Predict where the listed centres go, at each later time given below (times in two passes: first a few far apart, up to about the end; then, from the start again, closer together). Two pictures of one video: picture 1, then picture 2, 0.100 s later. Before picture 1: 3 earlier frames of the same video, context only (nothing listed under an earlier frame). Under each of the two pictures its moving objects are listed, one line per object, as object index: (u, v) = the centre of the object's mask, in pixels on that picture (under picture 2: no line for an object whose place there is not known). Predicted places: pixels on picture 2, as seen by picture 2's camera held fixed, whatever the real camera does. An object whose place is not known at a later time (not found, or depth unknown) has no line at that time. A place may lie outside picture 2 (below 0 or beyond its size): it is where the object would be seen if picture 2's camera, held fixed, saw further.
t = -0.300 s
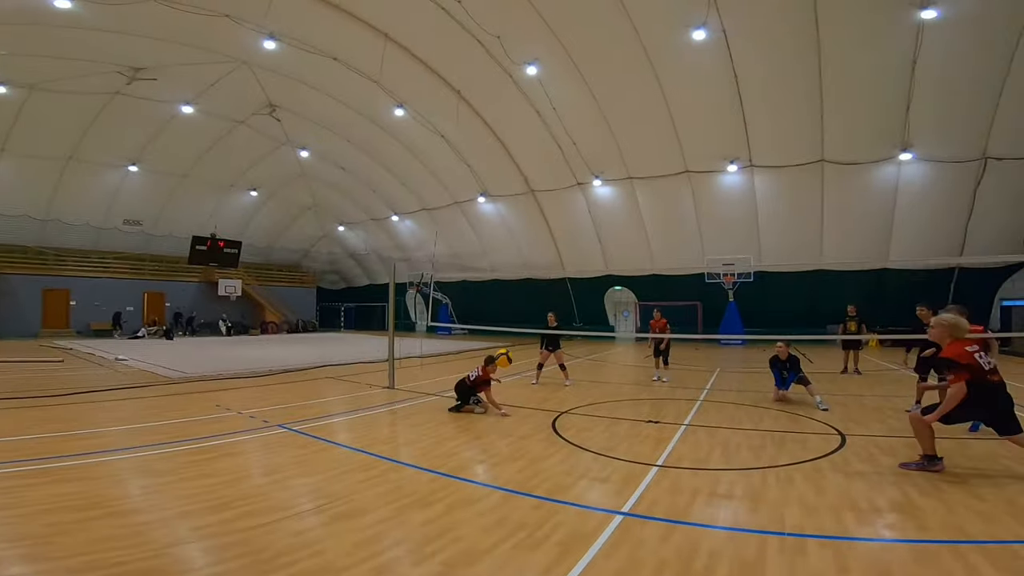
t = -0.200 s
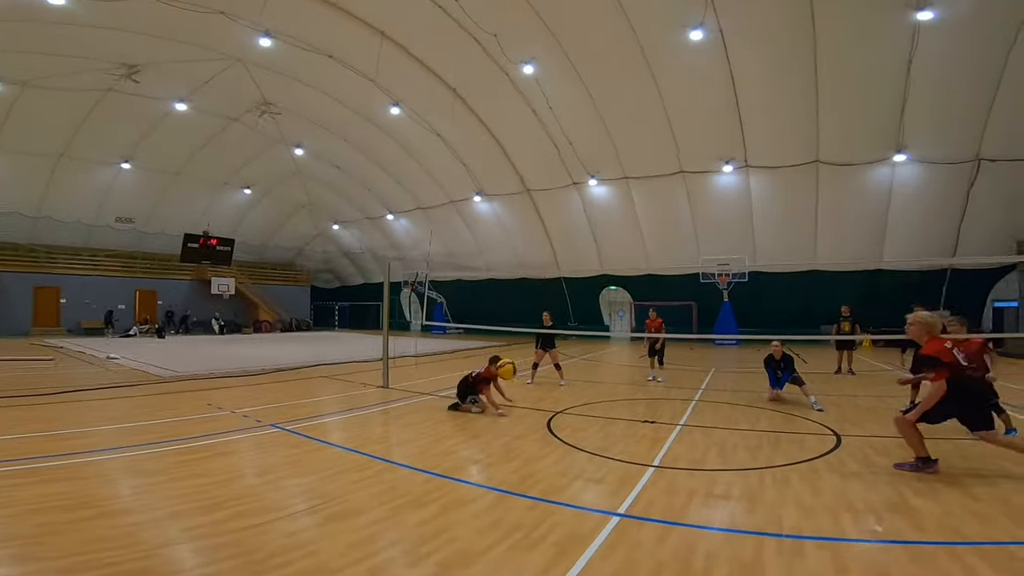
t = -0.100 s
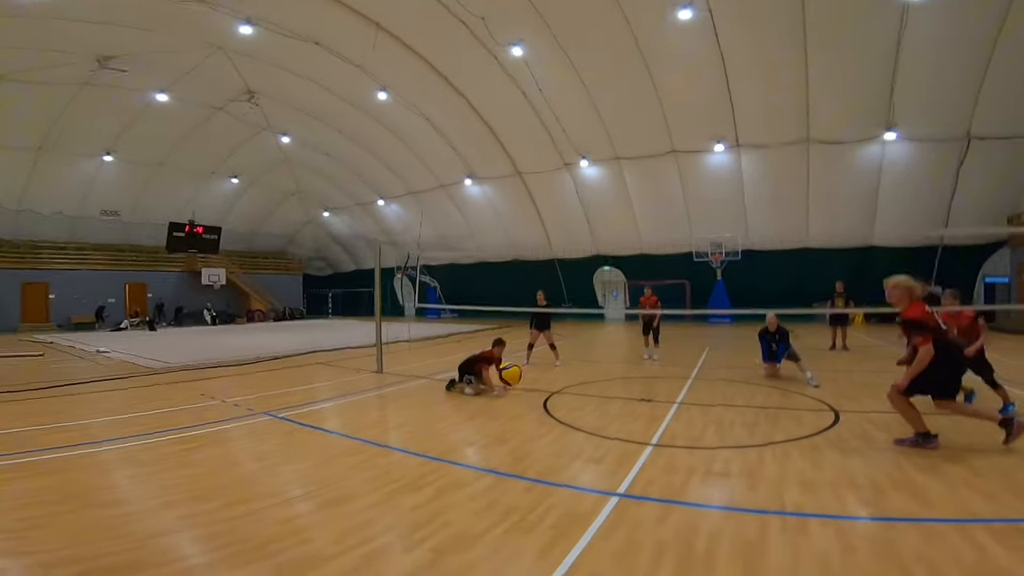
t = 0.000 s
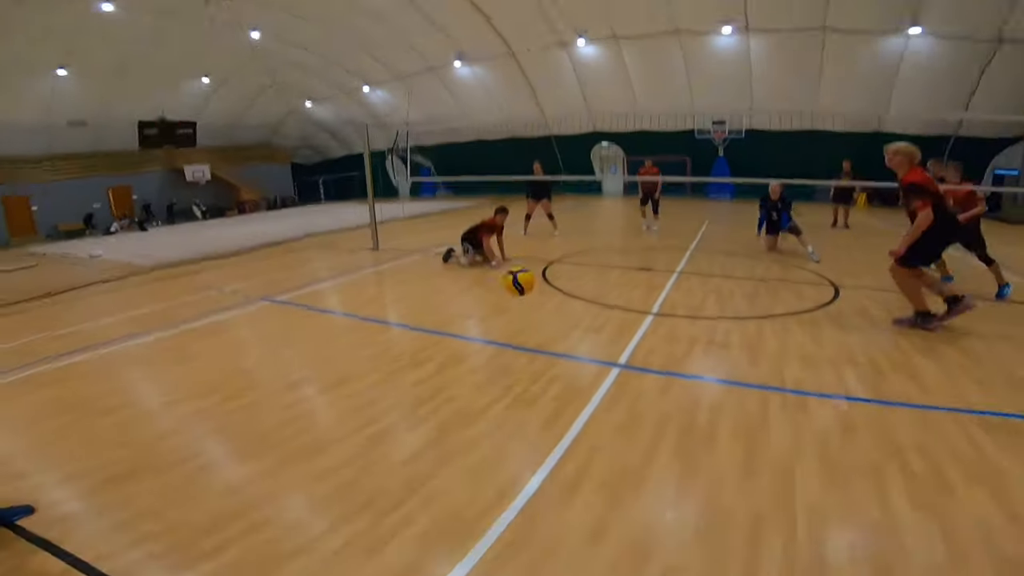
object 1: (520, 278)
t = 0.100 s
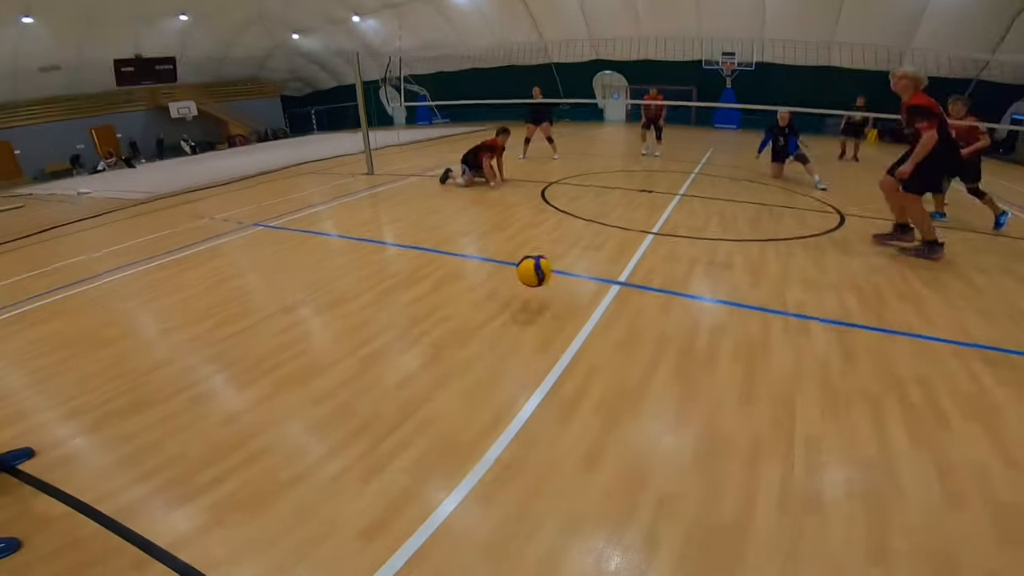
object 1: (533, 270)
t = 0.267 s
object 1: (528, 300)
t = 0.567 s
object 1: (430, 489)
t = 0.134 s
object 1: (540, 302)
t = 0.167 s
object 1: (540, 310)
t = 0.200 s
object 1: (538, 299)
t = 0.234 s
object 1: (536, 285)
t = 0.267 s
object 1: (528, 300)
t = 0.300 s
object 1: (528, 297)
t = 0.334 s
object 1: (512, 295)
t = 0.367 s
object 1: (514, 319)
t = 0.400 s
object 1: (501, 317)
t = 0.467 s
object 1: (471, 352)
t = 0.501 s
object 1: (476, 398)
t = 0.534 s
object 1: (450, 425)
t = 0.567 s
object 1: (430, 489)
